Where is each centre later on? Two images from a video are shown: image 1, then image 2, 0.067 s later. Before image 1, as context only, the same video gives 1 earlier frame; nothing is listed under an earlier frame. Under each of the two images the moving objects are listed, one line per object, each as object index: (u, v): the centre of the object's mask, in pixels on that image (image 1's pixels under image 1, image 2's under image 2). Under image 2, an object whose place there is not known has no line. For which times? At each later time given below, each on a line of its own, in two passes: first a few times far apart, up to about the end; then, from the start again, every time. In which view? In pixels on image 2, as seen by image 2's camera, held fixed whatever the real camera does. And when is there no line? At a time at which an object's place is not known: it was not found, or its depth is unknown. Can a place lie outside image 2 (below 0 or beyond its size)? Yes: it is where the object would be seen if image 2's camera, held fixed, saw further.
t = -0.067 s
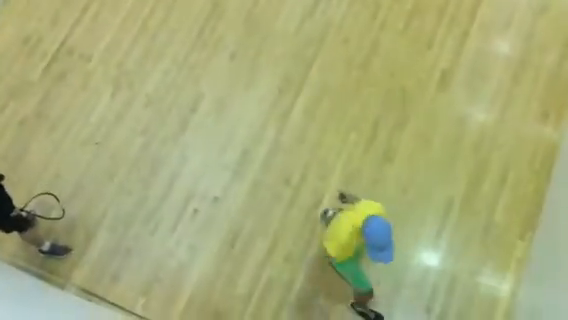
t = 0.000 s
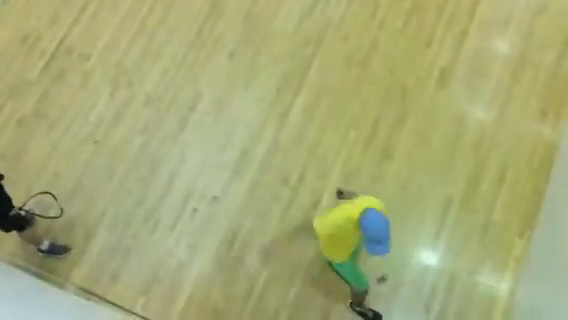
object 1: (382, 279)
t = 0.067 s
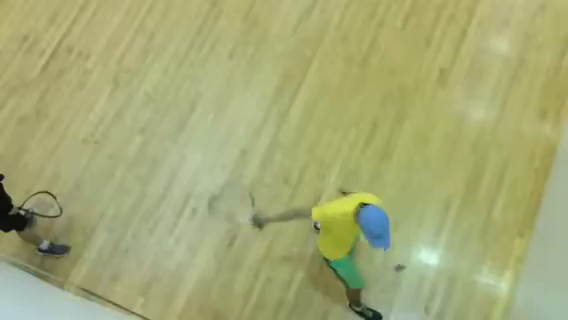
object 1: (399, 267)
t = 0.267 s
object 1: (445, 247)
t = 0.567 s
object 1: (509, 204)
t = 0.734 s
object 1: (541, 191)
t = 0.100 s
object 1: (406, 263)
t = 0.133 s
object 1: (415, 260)
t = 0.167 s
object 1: (422, 257)
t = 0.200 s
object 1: (429, 254)
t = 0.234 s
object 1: (437, 250)
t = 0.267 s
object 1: (445, 247)
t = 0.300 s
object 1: (452, 245)
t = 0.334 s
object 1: (457, 242)
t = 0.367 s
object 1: (468, 230)
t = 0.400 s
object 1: (474, 226)
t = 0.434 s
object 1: (483, 222)
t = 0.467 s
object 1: (490, 217)
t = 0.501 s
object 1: (497, 210)
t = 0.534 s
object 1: (505, 206)
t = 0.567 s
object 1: (509, 204)
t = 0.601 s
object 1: (516, 201)
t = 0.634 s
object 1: (523, 196)
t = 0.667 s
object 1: (531, 192)
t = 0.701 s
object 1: (538, 191)
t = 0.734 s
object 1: (541, 191)
